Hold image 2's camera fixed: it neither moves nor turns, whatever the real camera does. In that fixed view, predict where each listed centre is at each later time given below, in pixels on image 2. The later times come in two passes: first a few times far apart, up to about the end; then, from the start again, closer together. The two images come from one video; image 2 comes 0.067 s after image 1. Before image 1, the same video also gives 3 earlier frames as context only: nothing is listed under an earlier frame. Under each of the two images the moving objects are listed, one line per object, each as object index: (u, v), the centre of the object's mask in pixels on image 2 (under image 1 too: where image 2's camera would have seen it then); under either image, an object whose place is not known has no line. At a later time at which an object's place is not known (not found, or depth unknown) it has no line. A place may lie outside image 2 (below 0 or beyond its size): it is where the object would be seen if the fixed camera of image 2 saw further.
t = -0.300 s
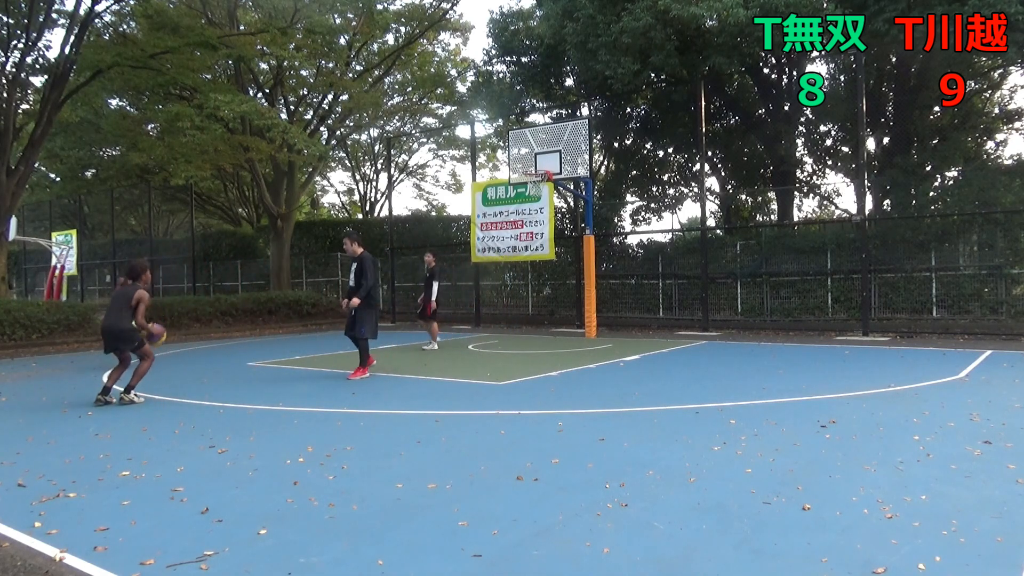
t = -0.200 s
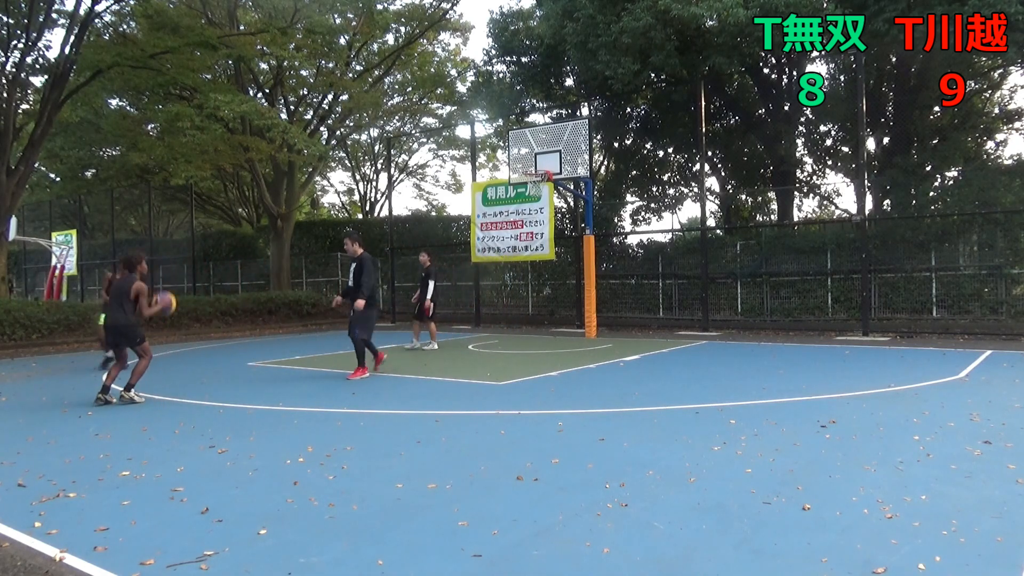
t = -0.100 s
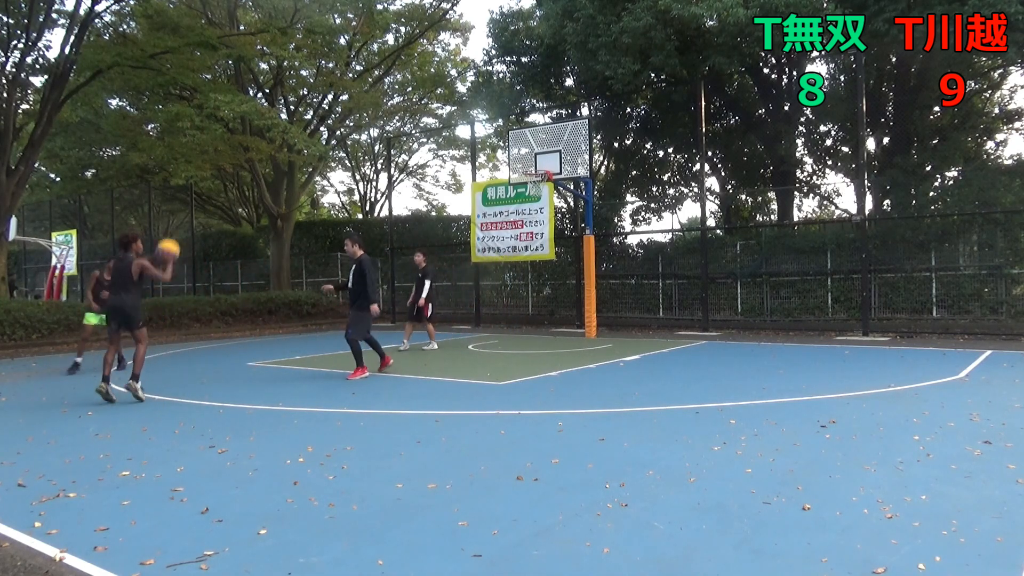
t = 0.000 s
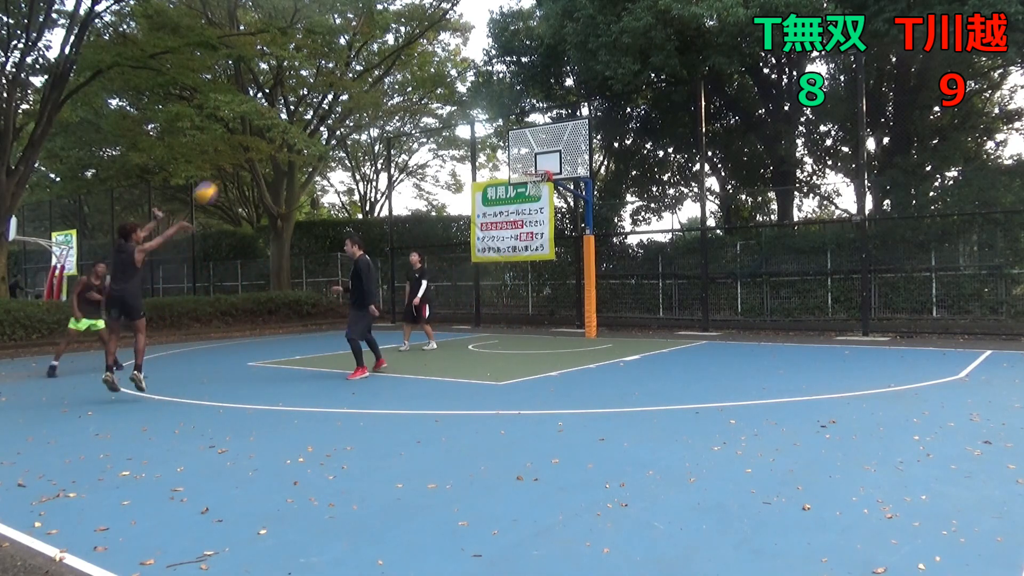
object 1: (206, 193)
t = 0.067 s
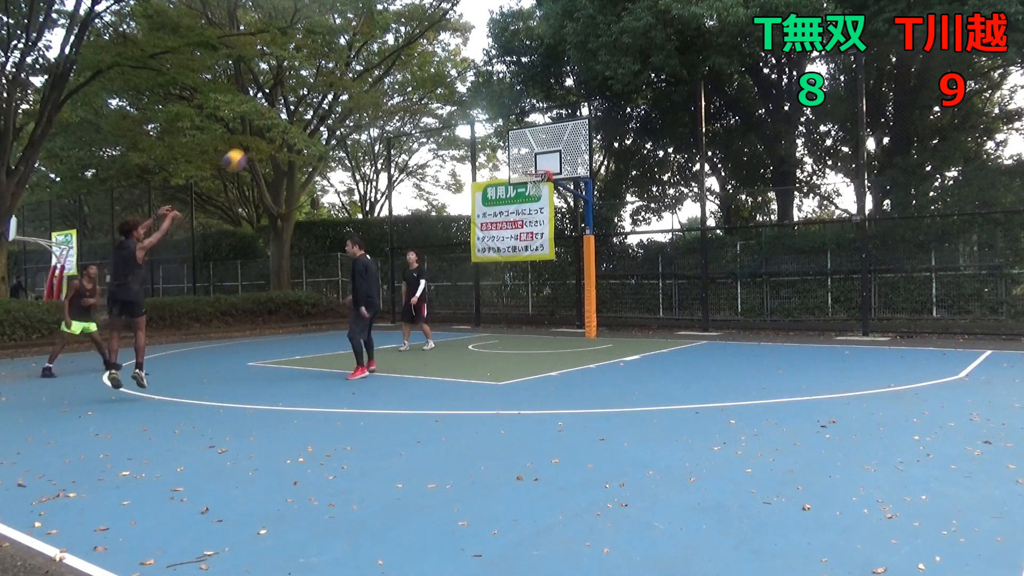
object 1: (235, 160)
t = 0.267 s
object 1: (310, 94)
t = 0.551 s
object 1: (395, 63)
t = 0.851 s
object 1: (466, 90)
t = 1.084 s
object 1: (512, 141)
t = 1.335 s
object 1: (504, 201)
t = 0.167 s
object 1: (273, 120)
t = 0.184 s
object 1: (280, 116)
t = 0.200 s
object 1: (287, 110)
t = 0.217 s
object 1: (293, 107)
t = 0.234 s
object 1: (299, 101)
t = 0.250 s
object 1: (305, 97)
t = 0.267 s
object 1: (310, 94)
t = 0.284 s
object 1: (316, 90)
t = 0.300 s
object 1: (321, 85)
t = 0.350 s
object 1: (337, 78)
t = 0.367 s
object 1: (342, 76)
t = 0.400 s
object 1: (351, 71)
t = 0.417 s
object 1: (357, 69)
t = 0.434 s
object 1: (363, 68)
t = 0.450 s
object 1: (367, 67)
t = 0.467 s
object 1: (371, 65)
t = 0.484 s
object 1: (376, 65)
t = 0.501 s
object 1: (381, 64)
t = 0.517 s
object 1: (385, 63)
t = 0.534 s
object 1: (390, 63)
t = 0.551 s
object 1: (395, 63)
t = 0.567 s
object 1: (400, 63)
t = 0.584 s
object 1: (404, 64)
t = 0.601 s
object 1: (408, 64)
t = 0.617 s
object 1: (412, 65)
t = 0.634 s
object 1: (417, 66)
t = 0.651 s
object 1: (420, 67)
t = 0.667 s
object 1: (425, 68)
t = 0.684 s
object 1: (428, 69)
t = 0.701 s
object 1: (433, 70)
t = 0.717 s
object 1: (436, 72)
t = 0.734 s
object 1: (440, 73)
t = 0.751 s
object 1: (444, 75)
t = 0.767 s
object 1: (449, 77)
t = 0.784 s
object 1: (452, 79)
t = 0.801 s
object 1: (454, 82)
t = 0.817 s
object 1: (457, 84)
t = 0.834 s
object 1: (462, 89)
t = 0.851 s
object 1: (466, 90)
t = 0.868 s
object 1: (470, 93)
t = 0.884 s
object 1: (473, 96)
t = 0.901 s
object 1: (477, 97)
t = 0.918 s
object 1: (481, 102)
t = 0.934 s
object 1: (484, 106)
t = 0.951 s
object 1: (488, 109)
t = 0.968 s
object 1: (491, 112)
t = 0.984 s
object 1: (494, 116)
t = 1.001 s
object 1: (497, 121)
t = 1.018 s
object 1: (500, 125)
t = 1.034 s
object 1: (502, 130)
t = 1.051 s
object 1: (507, 132)
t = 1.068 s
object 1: (509, 137)
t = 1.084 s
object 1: (512, 141)
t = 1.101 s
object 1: (516, 145)
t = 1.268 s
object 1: (514, 185)
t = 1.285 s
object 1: (512, 189)
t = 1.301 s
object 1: (508, 193)
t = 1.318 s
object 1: (506, 195)
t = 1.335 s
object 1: (504, 201)
